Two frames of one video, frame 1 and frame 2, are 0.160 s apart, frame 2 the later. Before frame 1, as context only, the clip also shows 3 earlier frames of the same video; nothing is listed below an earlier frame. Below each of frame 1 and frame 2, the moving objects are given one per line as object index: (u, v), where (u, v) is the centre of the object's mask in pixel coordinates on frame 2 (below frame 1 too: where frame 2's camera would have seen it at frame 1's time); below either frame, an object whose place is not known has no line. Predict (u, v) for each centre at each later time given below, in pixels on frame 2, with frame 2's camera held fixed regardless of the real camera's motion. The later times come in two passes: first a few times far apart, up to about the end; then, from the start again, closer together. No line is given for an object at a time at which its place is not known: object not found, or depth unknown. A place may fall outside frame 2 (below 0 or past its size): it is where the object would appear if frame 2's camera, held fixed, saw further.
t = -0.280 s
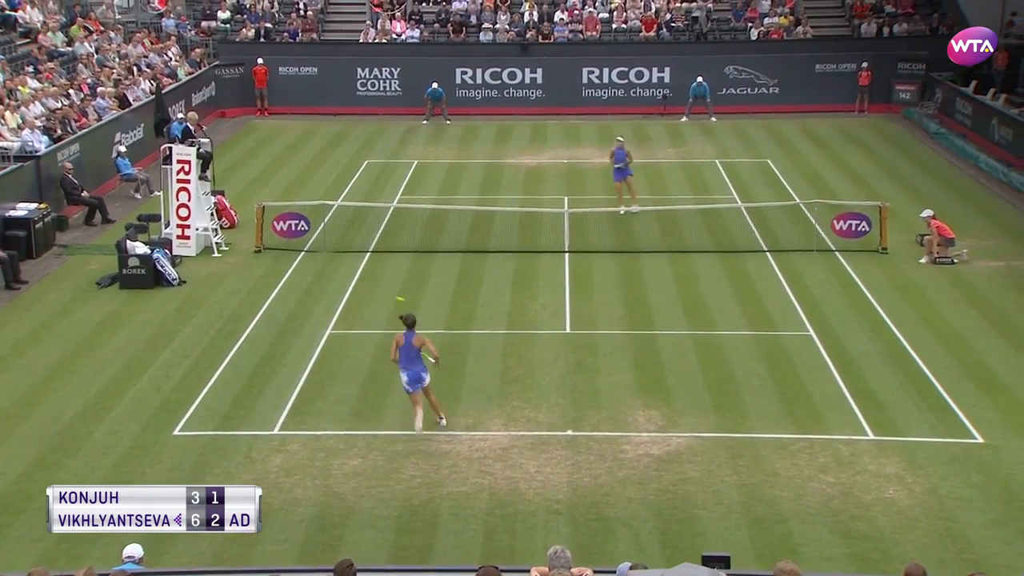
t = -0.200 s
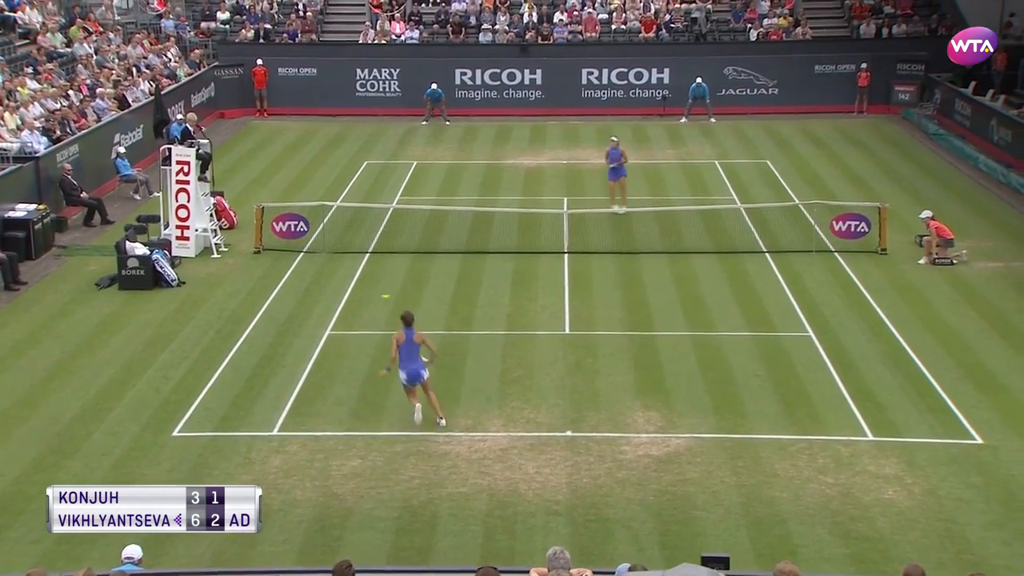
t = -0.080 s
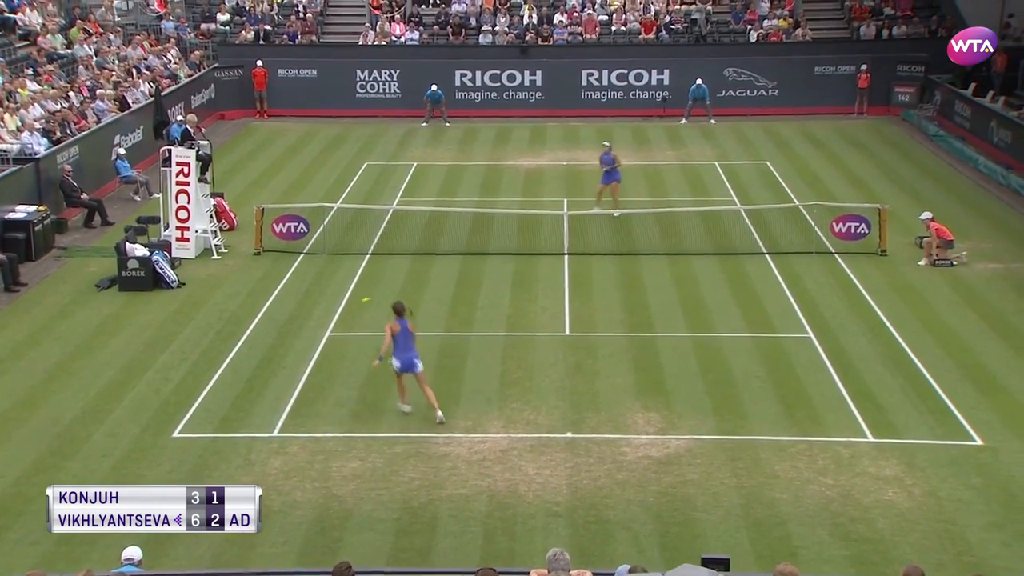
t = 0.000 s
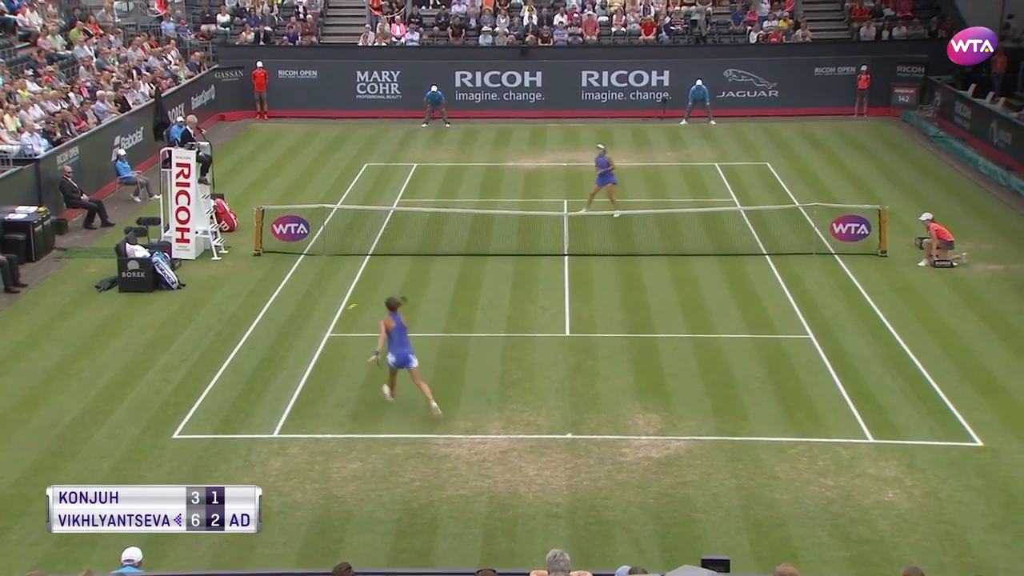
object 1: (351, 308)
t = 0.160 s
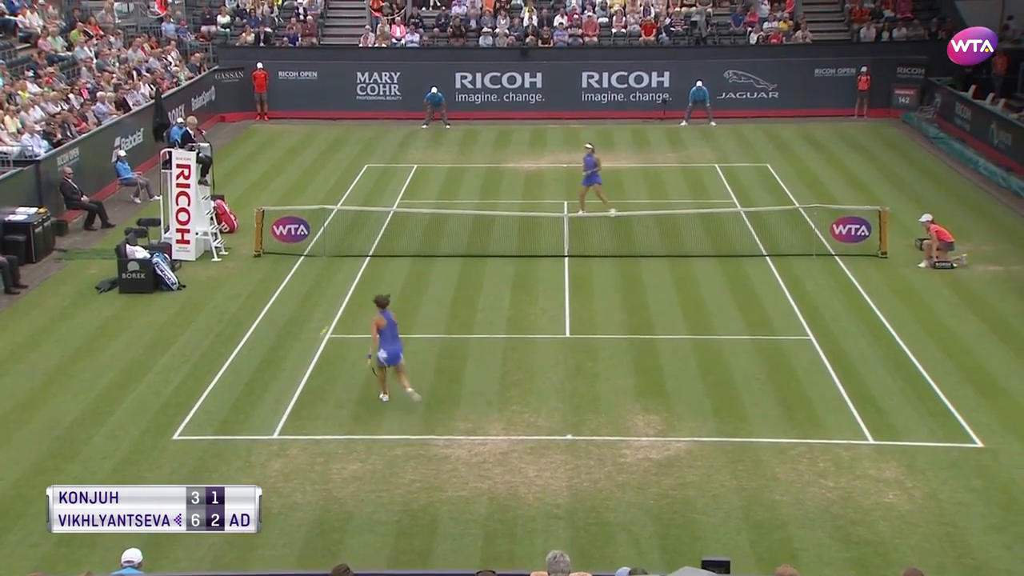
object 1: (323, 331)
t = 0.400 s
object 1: (285, 354)
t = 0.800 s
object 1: (227, 390)
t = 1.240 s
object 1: (156, 419)
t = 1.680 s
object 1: (82, 449)
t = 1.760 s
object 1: (68, 453)
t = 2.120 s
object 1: (5, 479)
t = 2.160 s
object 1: (1, 481)
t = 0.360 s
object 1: (291, 355)
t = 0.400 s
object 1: (285, 354)
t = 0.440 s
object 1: (280, 353)
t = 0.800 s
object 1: (227, 390)
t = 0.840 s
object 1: (221, 394)
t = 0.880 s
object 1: (215, 392)
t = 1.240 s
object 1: (156, 419)
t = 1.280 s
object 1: (150, 419)
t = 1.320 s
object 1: (143, 420)
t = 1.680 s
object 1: (82, 449)
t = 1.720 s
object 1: (75, 452)
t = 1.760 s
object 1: (68, 453)
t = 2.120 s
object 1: (5, 479)
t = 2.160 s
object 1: (1, 481)
